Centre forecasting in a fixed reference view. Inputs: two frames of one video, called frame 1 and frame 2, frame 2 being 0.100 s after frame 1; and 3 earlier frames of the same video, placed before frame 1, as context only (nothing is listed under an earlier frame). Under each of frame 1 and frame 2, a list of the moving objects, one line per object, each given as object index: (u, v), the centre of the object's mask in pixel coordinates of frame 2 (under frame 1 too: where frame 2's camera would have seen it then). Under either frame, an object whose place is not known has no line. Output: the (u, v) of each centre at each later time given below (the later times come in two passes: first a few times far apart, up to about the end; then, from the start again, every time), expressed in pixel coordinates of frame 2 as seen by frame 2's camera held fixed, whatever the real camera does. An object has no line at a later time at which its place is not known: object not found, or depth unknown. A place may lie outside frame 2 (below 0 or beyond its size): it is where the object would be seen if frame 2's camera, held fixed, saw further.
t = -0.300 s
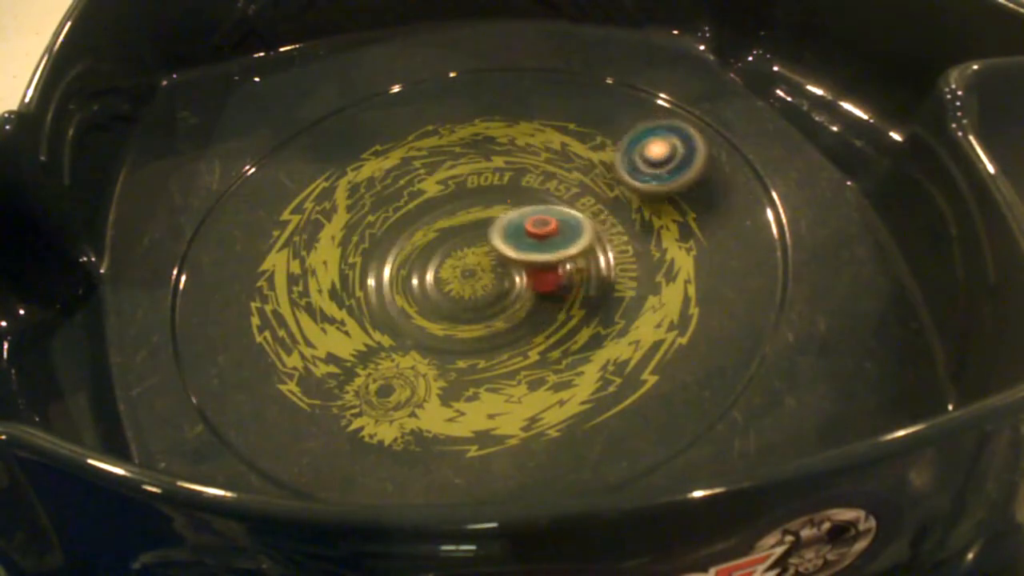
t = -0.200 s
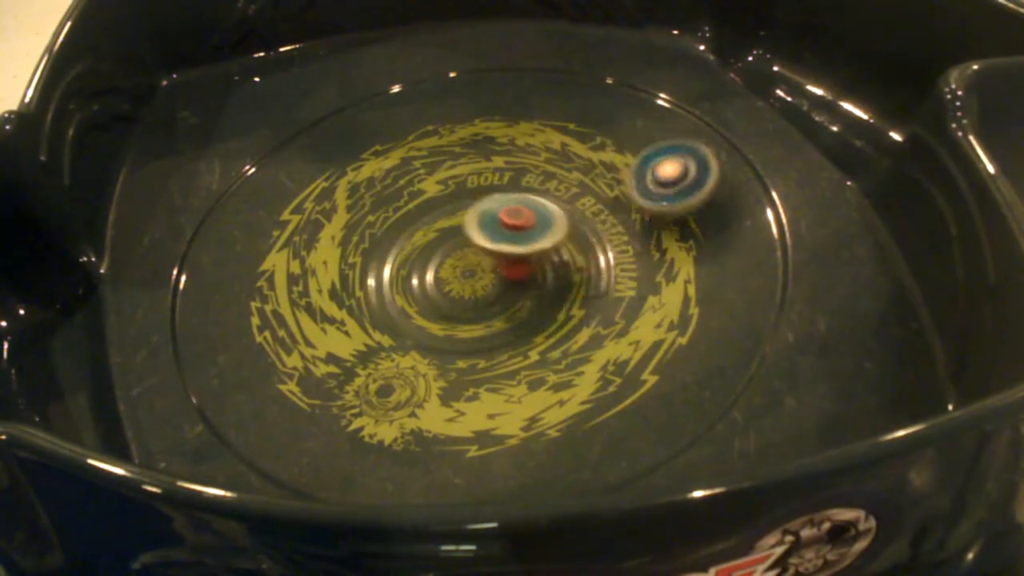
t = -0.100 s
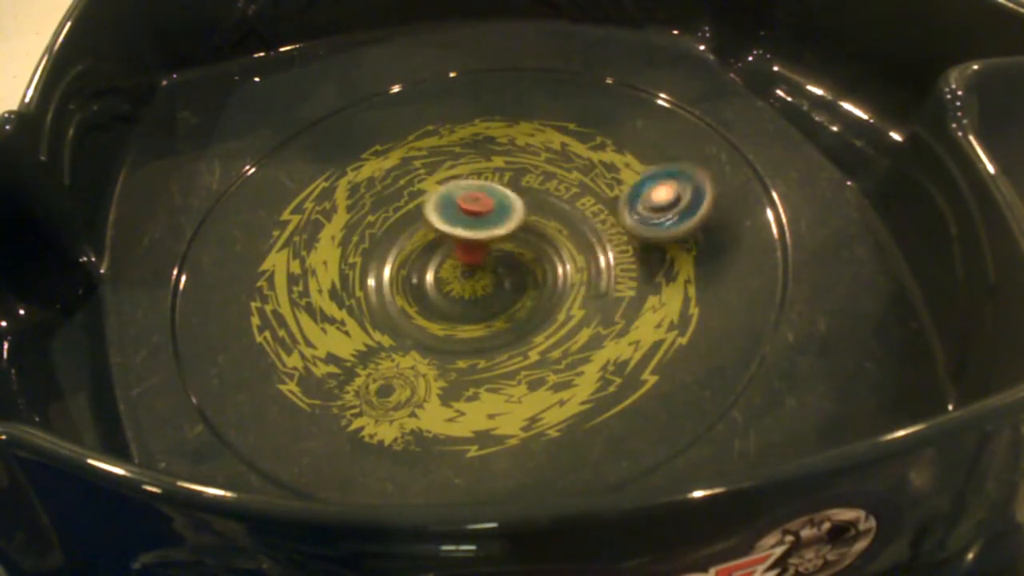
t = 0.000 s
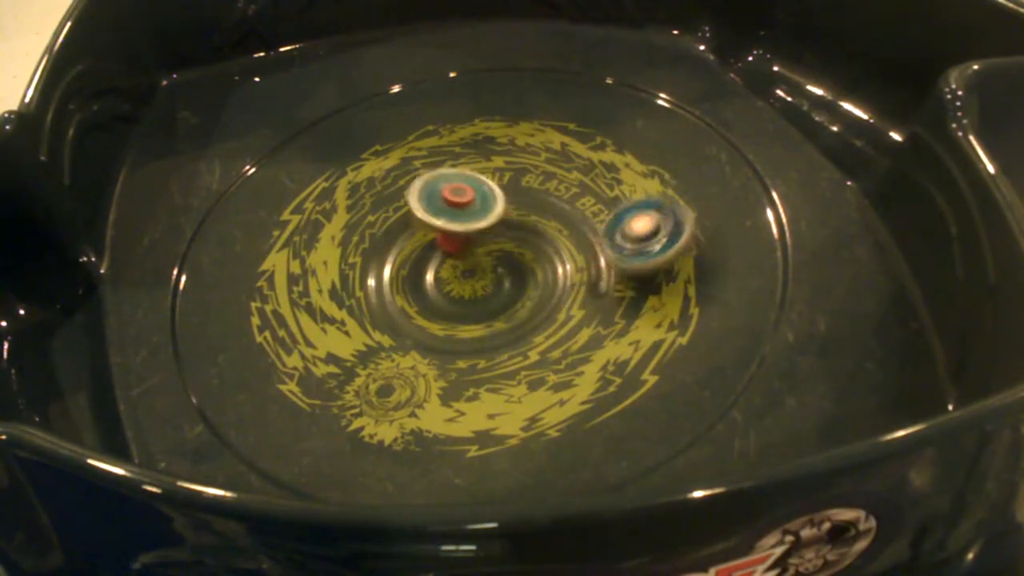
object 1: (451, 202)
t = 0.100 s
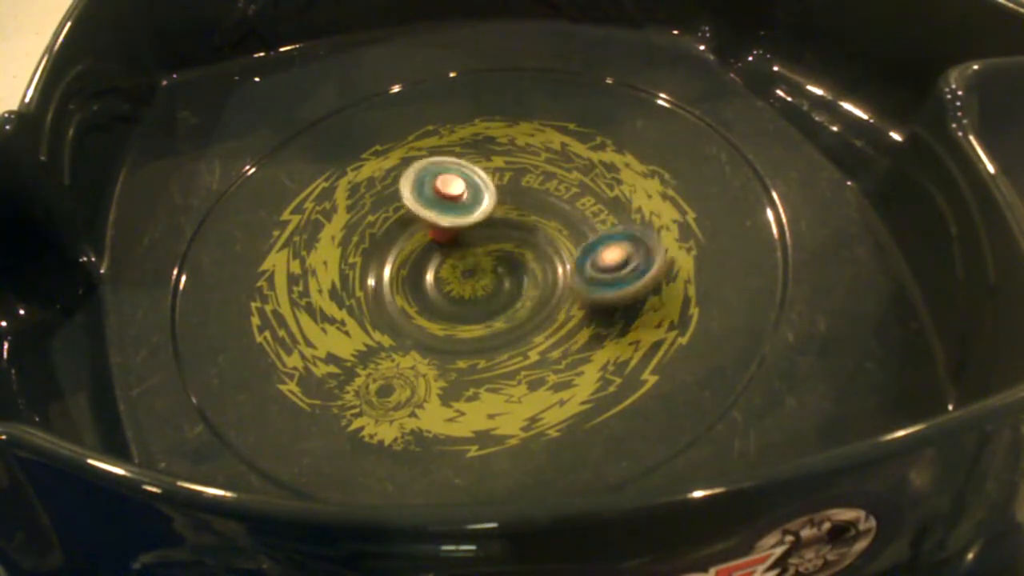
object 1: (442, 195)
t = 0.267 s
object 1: (443, 203)
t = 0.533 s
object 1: (481, 210)
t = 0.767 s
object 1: (495, 227)
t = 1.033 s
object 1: (462, 259)
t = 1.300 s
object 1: (563, 353)
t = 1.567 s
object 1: (576, 338)
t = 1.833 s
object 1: (551, 294)
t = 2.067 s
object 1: (425, 302)
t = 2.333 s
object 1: (424, 277)
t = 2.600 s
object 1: (433, 215)
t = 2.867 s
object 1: (526, 140)
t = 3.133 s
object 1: (575, 114)
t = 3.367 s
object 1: (544, 177)
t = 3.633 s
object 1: (455, 283)
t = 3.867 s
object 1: (427, 320)
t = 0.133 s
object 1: (440, 196)
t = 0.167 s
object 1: (440, 197)
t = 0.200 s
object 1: (441, 198)
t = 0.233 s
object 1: (442, 200)
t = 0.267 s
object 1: (443, 203)
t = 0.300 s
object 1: (446, 209)
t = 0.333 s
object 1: (450, 211)
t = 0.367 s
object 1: (455, 212)
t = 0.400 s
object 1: (461, 211)
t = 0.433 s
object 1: (466, 209)
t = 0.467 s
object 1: (471, 209)
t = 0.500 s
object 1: (477, 209)
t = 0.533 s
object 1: (481, 210)
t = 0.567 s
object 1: (485, 212)
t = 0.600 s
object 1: (488, 213)
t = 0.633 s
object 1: (491, 216)
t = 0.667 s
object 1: (493, 218)
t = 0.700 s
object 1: (495, 221)
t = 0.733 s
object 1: (495, 224)
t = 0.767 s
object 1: (495, 227)
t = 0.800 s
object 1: (495, 230)
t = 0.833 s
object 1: (493, 233)
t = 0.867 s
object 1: (488, 237)
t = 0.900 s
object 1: (482, 239)
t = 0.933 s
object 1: (477, 243)
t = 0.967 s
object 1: (473, 247)
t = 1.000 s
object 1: (469, 252)
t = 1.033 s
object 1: (462, 259)
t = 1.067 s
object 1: (452, 272)
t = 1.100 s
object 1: (449, 277)
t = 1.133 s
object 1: (467, 282)
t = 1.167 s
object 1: (484, 309)
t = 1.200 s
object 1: (505, 329)
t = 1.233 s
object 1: (526, 332)
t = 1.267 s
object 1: (550, 350)
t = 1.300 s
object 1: (563, 353)
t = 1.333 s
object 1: (574, 355)
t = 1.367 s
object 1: (581, 354)
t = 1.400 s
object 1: (584, 352)
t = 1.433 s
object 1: (584, 350)
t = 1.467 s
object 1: (583, 347)
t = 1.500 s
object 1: (581, 345)
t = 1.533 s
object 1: (578, 342)
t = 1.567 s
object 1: (576, 338)
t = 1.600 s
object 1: (572, 335)
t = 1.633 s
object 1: (569, 331)
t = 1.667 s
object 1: (566, 327)
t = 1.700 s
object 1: (563, 322)
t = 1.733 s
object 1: (560, 316)
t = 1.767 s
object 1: (556, 310)
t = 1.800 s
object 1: (553, 302)
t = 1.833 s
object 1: (551, 294)
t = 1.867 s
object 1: (550, 286)
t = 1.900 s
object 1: (537, 285)
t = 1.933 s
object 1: (499, 296)
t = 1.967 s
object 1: (474, 300)
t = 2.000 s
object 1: (456, 301)
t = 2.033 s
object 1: (437, 303)
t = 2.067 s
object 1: (425, 302)
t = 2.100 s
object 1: (420, 298)
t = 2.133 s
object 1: (418, 293)
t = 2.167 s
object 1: (414, 289)
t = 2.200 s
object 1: (411, 286)
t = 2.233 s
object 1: (411, 283)
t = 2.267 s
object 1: (413, 280)
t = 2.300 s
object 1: (418, 278)
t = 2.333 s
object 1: (424, 277)
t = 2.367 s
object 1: (431, 276)
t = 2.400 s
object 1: (431, 267)
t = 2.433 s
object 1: (423, 257)
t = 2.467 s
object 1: (420, 247)
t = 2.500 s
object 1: (421, 238)
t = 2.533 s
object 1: (423, 229)
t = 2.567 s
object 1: (428, 217)
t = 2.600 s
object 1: (433, 215)
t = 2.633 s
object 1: (442, 208)
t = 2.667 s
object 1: (455, 198)
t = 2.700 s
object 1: (471, 185)
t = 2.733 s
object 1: (482, 176)
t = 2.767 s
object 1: (494, 165)
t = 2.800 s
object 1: (504, 153)
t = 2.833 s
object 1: (514, 147)
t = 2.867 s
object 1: (526, 140)
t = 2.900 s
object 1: (535, 130)
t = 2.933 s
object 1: (544, 123)
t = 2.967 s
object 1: (552, 117)
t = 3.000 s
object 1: (559, 114)
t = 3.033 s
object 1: (565, 113)
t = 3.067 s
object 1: (569, 112)
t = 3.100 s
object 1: (573, 112)
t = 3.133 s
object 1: (575, 114)
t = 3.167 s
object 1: (579, 120)
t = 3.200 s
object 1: (580, 124)
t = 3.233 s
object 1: (579, 130)
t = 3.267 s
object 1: (576, 137)
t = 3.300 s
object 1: (569, 146)
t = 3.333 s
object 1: (562, 157)
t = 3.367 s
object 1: (544, 177)
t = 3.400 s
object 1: (532, 187)
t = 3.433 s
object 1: (512, 206)
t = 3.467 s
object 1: (490, 221)
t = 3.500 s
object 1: (459, 244)
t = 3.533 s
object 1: (461, 257)
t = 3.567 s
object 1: (459, 274)
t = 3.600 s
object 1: (457, 278)
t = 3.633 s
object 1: (455, 283)
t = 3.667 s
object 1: (450, 286)
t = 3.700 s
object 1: (444, 288)
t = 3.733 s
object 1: (435, 292)
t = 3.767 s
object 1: (424, 295)
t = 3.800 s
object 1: (419, 295)
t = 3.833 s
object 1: (419, 307)
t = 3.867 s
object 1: (427, 320)
